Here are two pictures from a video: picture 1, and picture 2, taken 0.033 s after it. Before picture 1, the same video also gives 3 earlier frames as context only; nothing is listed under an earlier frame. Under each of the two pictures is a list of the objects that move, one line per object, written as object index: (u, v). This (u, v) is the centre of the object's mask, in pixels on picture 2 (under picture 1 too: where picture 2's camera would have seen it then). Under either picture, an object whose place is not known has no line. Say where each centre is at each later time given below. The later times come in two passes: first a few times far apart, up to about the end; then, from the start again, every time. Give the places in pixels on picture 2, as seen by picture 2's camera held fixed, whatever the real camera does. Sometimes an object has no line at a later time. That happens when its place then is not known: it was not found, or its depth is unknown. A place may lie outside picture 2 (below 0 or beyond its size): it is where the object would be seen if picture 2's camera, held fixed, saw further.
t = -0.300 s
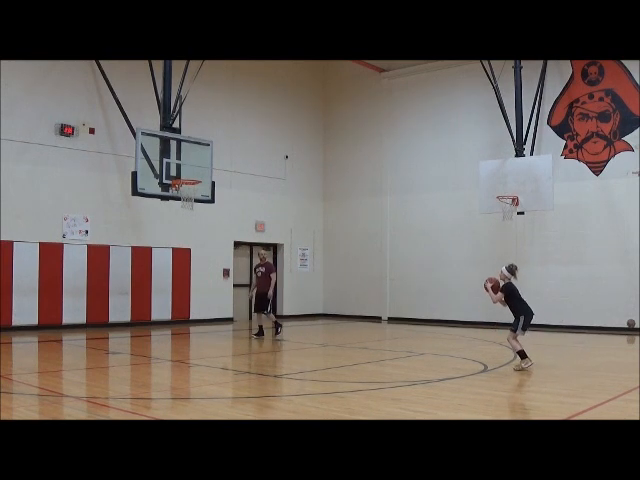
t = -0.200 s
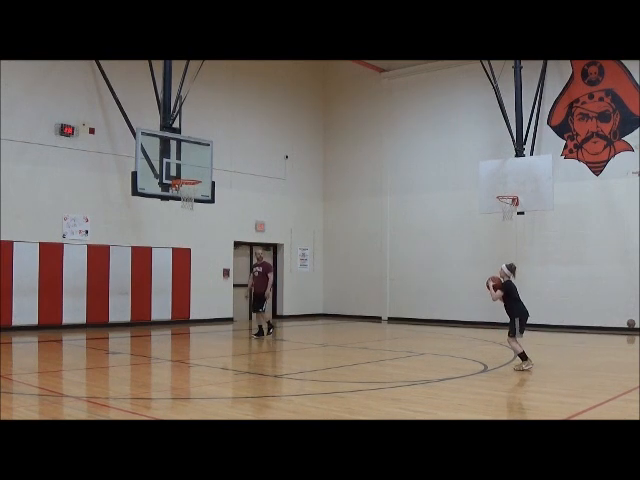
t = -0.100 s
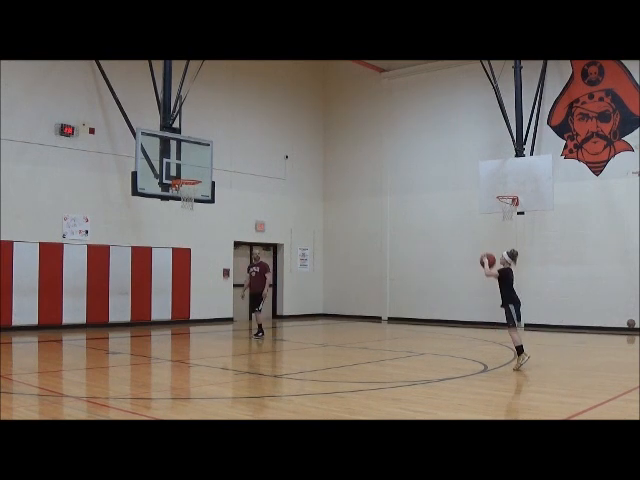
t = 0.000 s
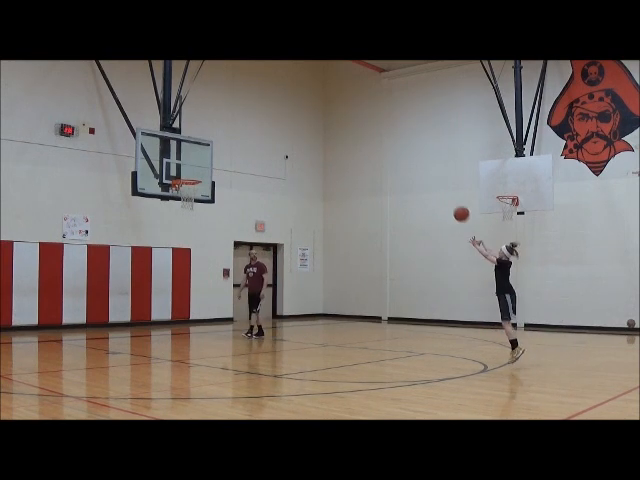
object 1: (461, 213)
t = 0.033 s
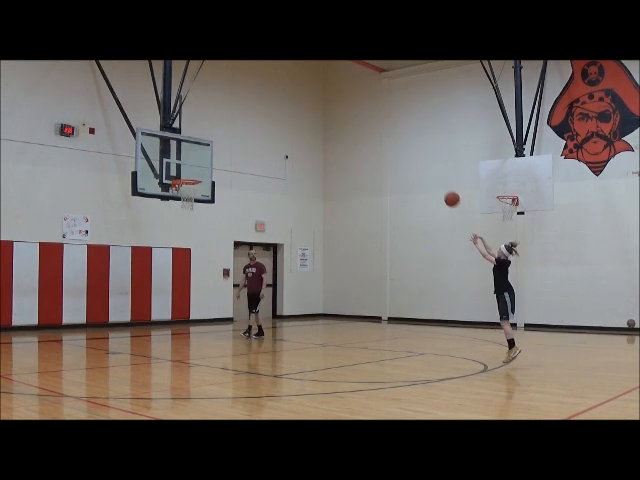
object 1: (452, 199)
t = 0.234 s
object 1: (397, 130)
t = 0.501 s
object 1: (335, 85)
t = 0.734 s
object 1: (286, 81)
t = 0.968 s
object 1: (242, 107)
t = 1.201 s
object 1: (201, 158)
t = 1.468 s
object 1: (174, 210)
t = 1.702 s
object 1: (162, 256)
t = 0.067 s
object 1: (442, 185)
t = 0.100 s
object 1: (433, 172)
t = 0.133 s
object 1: (424, 160)
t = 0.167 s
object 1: (415, 149)
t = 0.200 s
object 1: (406, 139)
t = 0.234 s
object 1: (397, 130)
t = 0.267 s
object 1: (389, 121)
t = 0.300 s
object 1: (381, 114)
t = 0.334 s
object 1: (373, 107)
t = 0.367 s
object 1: (365, 101)
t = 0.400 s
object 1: (357, 96)
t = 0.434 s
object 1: (349, 91)
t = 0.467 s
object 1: (342, 88)
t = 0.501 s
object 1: (335, 85)
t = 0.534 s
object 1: (327, 82)
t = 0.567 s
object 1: (321, 80)
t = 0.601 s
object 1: (313, 79)
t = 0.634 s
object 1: (306, 79)
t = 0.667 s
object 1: (300, 79)
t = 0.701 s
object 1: (293, 79)
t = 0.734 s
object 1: (286, 81)
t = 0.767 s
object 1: (279, 83)
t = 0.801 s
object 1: (273, 86)
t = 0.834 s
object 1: (267, 89)
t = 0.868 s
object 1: (260, 92)
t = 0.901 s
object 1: (254, 97)
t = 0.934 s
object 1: (248, 101)
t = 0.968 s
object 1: (242, 107)
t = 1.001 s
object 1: (236, 113)
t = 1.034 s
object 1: (230, 119)
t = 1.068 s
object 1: (224, 126)
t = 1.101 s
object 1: (218, 133)
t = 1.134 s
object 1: (213, 141)
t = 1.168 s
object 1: (207, 149)
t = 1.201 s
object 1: (201, 158)
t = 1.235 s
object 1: (195, 168)
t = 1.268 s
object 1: (190, 176)
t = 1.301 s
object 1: (185, 188)
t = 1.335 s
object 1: (180, 196)
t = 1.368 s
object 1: (178, 199)
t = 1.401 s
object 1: (177, 202)
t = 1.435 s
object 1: (175, 206)
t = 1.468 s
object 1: (174, 210)
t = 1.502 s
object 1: (172, 215)
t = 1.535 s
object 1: (170, 220)
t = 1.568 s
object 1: (169, 226)
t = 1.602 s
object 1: (167, 233)
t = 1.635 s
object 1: (166, 240)
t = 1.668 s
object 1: (164, 248)
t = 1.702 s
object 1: (162, 256)
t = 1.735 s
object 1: (161, 265)
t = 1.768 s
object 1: (159, 274)
